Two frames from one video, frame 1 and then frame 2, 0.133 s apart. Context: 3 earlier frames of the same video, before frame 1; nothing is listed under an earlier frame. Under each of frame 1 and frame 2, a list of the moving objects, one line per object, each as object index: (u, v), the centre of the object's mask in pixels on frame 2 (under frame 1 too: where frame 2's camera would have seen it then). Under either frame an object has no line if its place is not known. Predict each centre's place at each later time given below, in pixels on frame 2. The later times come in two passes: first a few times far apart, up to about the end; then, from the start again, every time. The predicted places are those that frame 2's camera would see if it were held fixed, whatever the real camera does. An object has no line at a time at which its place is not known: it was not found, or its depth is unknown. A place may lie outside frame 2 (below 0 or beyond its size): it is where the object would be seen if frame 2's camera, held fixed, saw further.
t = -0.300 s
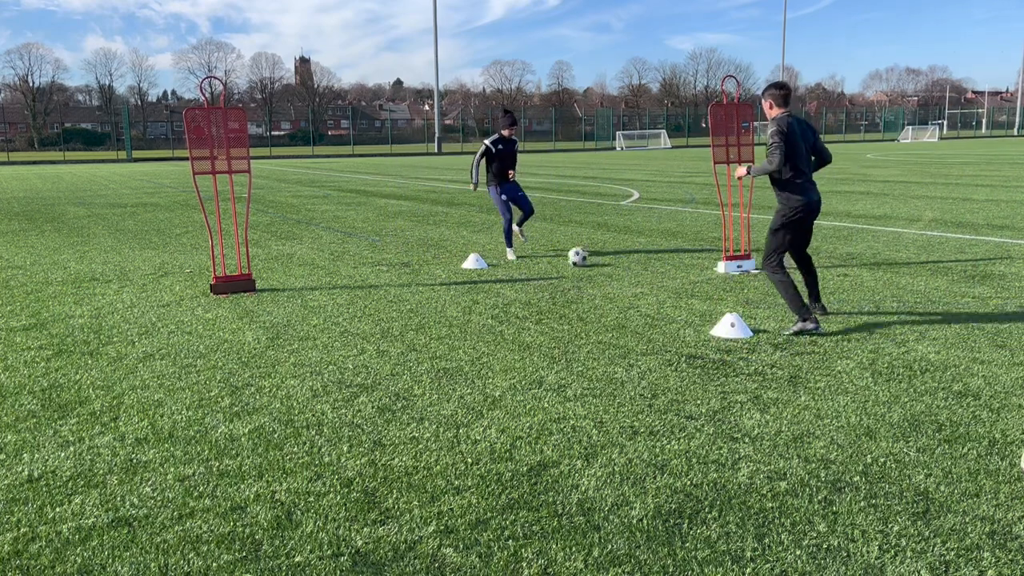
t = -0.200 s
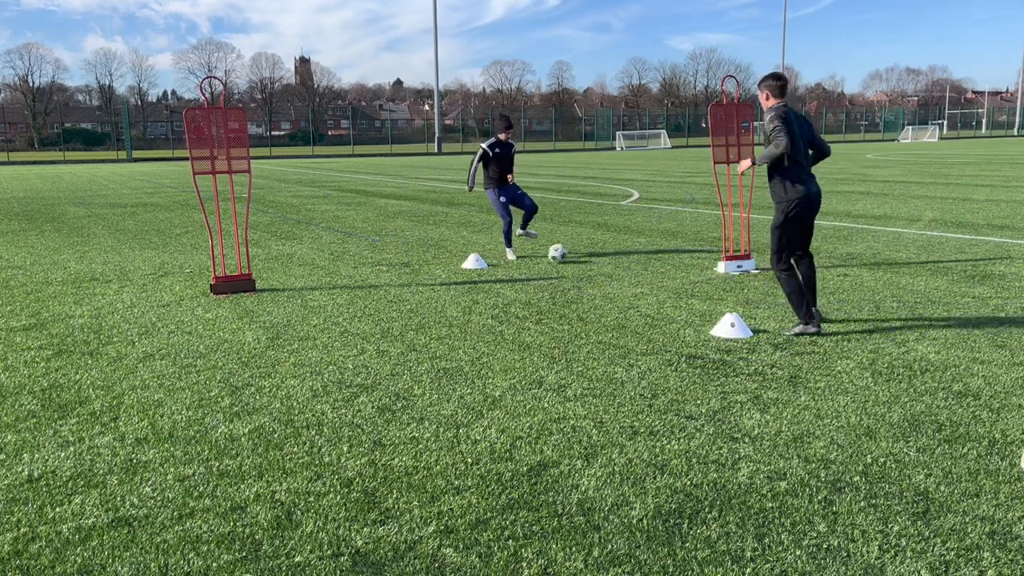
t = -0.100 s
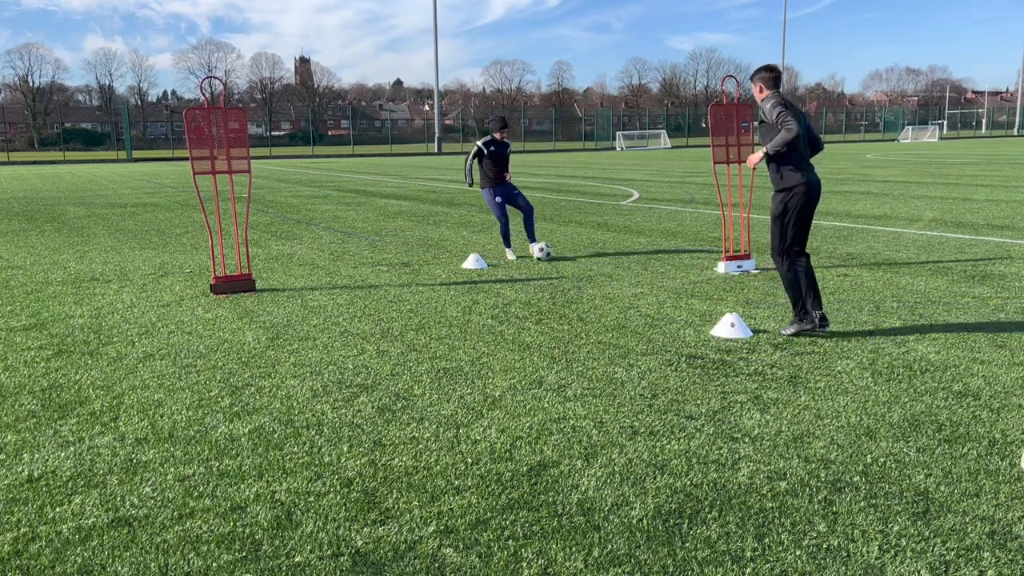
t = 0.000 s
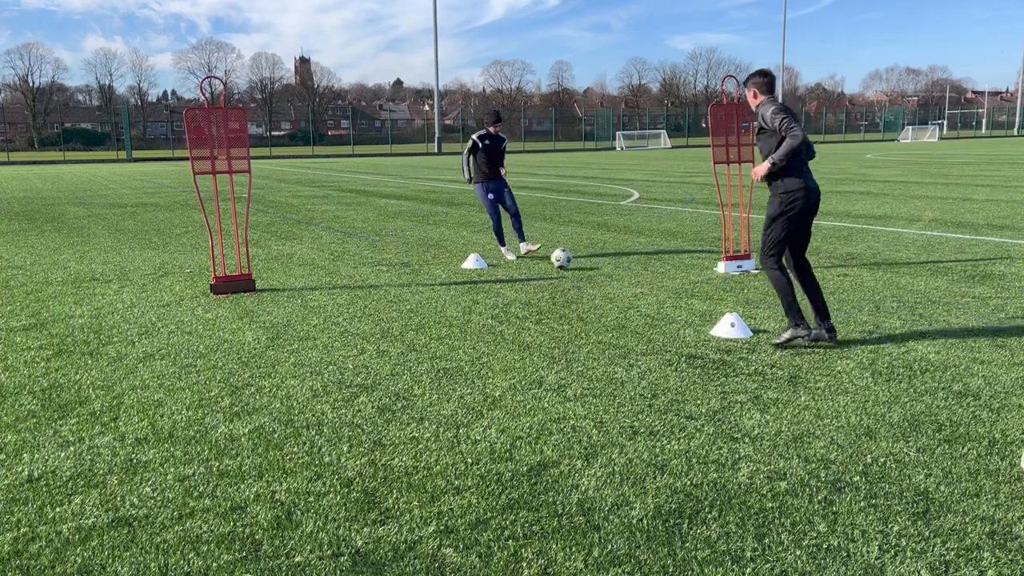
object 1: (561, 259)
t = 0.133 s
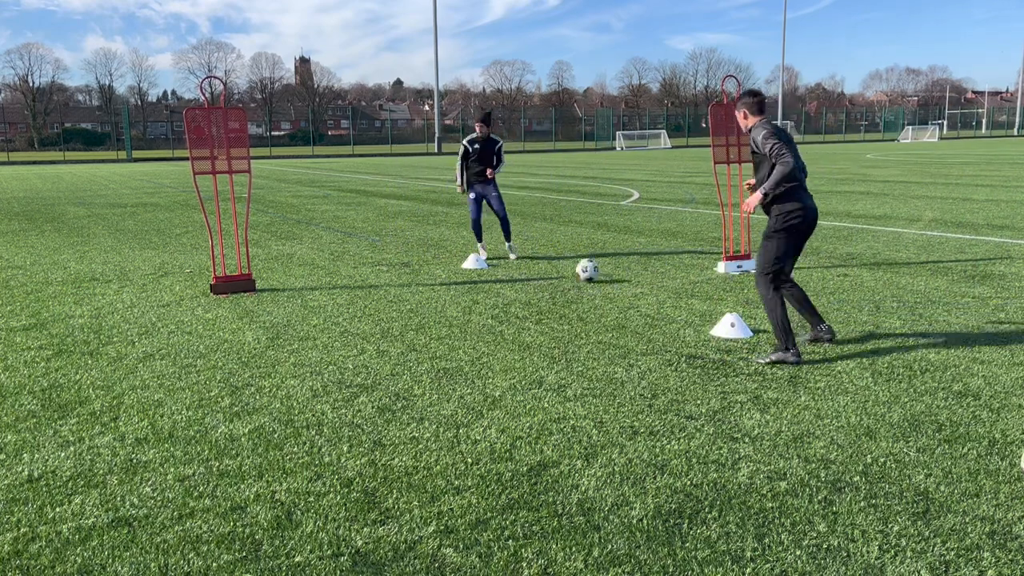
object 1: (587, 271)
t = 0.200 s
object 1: (600, 278)
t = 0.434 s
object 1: (640, 297)
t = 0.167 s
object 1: (594, 274)
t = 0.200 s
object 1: (600, 278)
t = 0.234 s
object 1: (606, 281)
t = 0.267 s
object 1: (612, 282)
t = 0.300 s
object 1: (617, 284)
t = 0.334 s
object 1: (623, 288)
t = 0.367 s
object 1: (630, 293)
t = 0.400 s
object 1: (635, 296)
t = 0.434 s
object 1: (640, 297)
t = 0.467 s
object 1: (646, 300)
